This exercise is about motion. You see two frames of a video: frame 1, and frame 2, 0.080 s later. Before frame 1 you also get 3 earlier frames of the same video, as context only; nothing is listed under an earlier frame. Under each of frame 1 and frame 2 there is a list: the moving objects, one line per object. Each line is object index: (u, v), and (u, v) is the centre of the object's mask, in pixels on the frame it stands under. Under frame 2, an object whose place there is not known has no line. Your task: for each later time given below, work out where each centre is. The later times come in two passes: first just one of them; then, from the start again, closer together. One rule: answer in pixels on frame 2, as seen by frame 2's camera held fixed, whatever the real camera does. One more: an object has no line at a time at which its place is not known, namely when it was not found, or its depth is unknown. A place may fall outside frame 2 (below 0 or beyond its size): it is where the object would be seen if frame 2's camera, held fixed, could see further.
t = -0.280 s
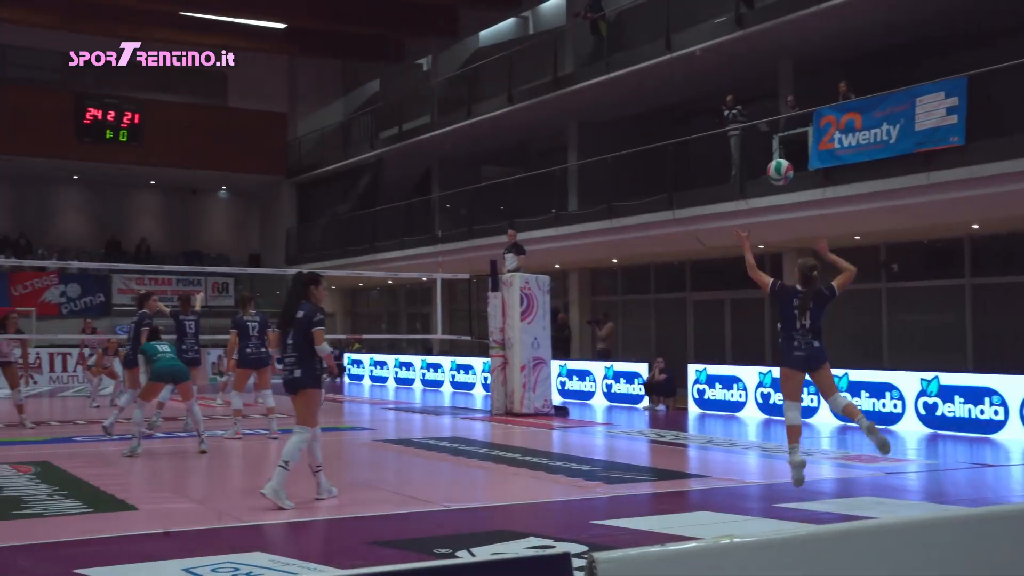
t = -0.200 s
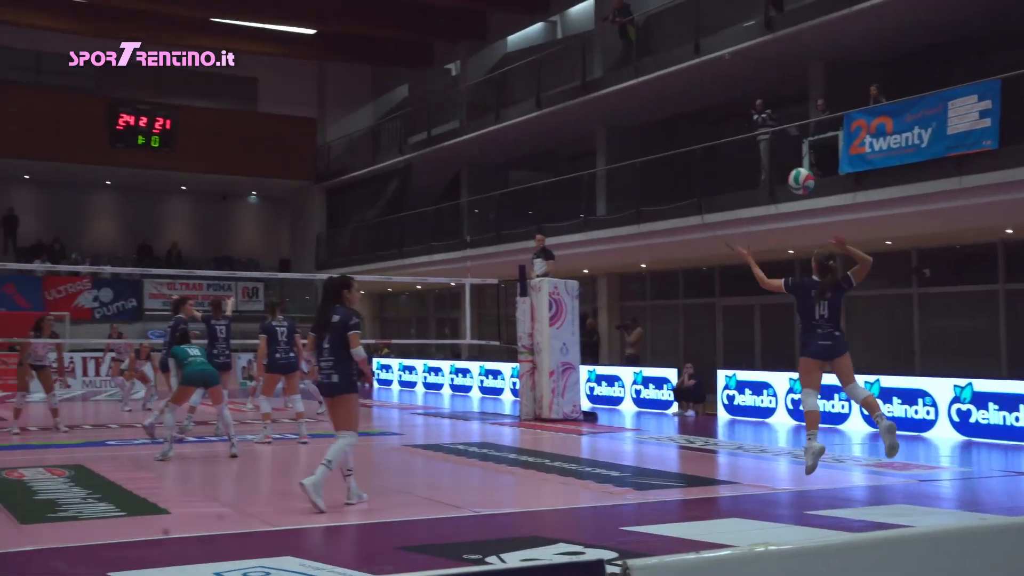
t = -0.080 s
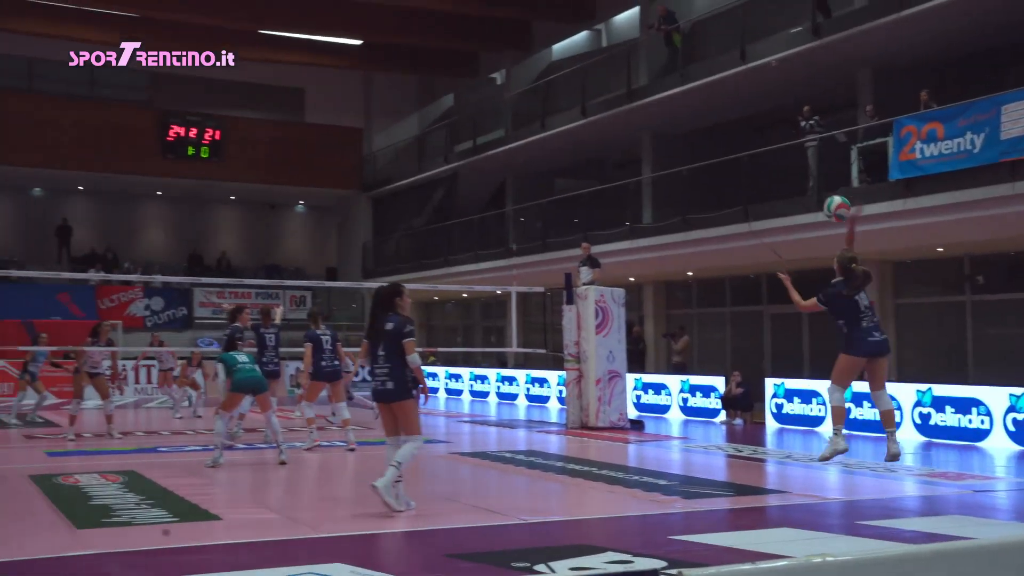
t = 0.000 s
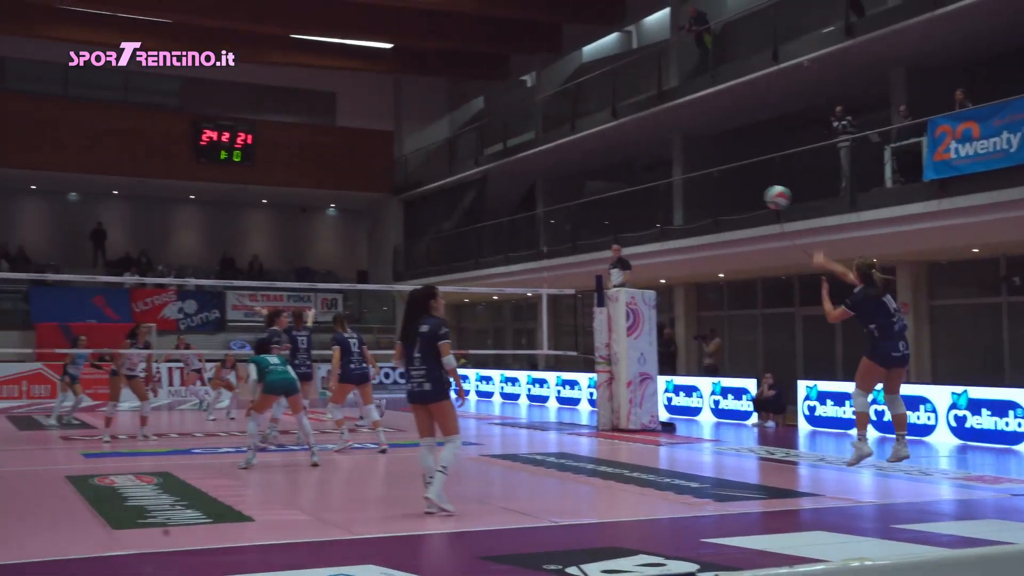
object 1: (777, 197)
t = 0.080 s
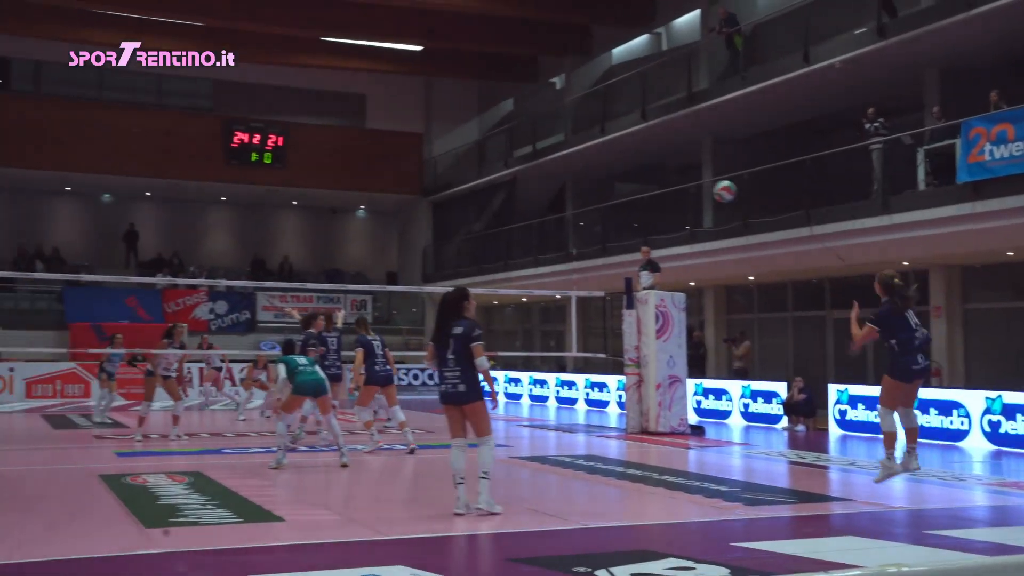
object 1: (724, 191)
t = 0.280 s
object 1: (578, 204)
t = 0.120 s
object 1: (688, 190)
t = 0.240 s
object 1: (601, 198)
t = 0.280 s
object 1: (578, 204)
